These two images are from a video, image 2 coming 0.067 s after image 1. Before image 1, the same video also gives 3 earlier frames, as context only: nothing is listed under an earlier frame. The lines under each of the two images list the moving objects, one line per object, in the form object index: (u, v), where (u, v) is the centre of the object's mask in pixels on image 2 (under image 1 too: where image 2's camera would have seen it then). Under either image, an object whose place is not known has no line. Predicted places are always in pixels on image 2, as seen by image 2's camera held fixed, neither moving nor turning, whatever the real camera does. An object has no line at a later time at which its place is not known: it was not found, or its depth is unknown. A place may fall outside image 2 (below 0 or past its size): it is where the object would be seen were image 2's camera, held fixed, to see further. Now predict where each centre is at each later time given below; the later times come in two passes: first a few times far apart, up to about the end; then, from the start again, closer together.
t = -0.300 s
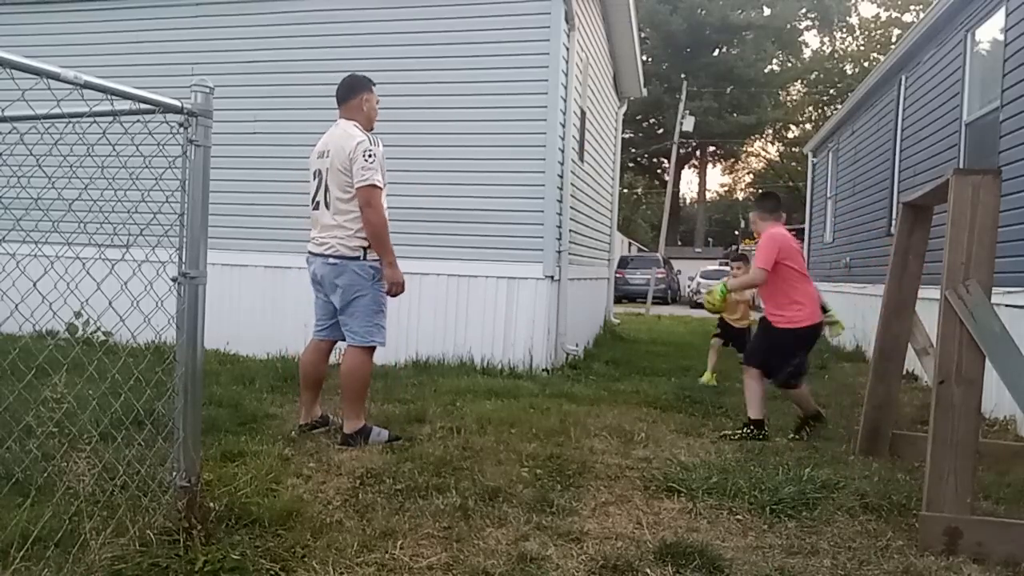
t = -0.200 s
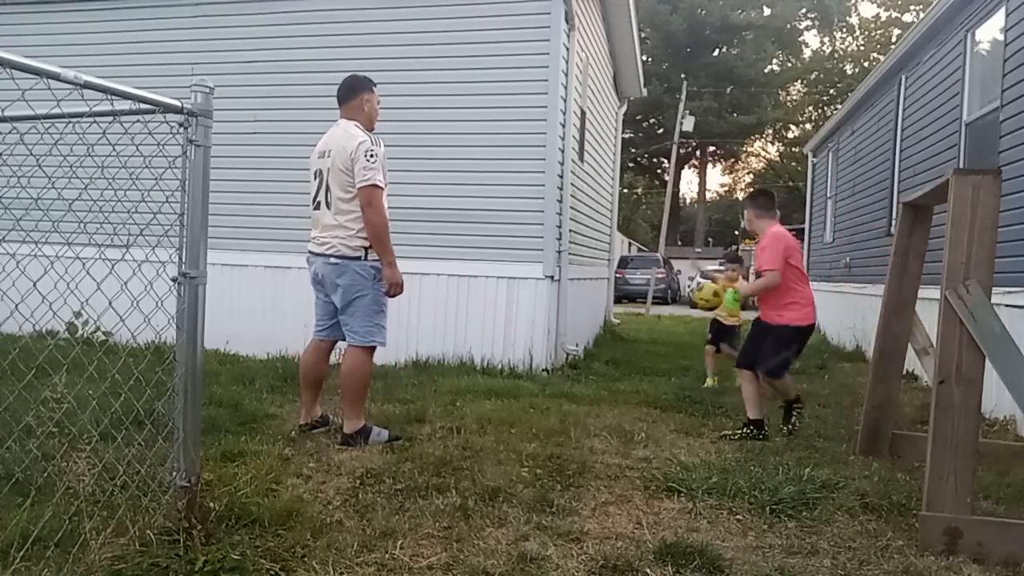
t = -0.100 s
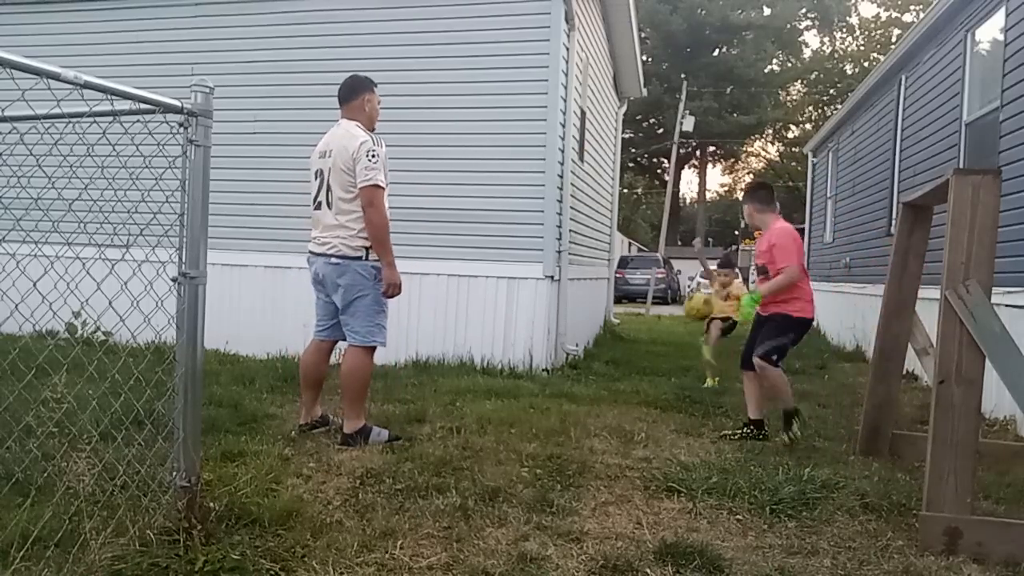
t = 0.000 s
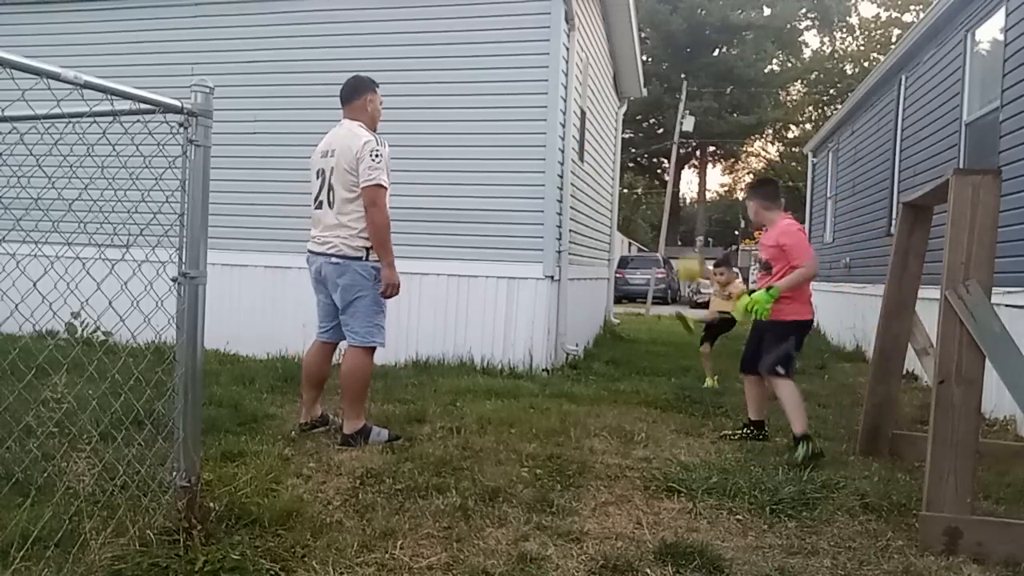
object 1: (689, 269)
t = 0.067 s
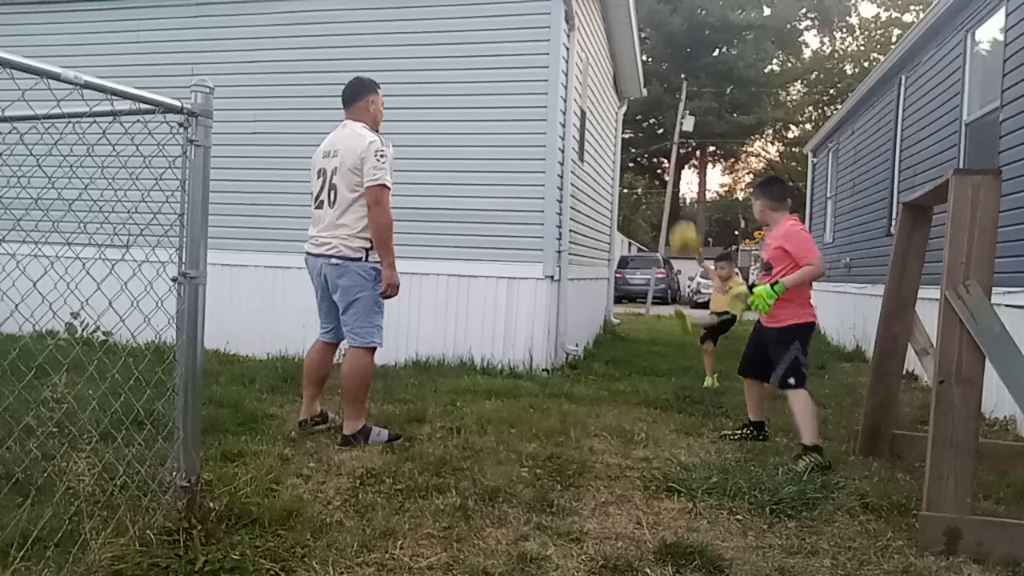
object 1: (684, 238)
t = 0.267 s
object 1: (666, 174)
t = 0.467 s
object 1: (648, 163)
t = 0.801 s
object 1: (609, 262)
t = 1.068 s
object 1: (585, 345)
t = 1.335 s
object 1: (580, 290)
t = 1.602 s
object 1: (573, 322)
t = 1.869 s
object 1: (566, 358)
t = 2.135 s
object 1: (569, 367)
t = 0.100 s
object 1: (681, 223)
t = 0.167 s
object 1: (676, 201)
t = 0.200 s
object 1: (672, 191)
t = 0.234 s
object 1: (669, 181)
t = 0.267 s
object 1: (666, 174)
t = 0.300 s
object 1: (664, 169)
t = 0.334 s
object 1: (660, 165)
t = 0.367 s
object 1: (657, 163)
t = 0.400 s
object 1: (654, 162)
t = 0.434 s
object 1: (651, 162)
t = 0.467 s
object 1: (648, 163)
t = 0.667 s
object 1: (627, 204)
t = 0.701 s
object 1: (623, 215)
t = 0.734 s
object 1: (619, 228)
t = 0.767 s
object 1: (615, 243)
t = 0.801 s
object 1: (609, 262)
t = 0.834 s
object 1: (604, 280)
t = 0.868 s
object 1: (601, 298)
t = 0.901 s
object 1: (597, 319)
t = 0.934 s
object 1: (593, 341)
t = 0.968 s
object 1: (588, 362)
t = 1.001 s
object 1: (585, 370)
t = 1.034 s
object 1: (584, 359)
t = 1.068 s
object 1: (585, 345)
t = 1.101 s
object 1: (583, 333)
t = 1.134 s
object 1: (583, 323)
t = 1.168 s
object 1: (583, 314)
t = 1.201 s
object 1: (583, 307)
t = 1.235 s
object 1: (582, 301)
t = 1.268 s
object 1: (581, 295)
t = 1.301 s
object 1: (581, 292)
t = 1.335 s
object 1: (580, 290)
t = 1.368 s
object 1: (579, 289)
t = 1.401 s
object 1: (579, 290)
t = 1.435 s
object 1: (578, 291)
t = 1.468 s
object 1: (577, 295)
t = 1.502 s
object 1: (576, 300)
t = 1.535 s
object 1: (575, 306)
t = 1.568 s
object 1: (574, 313)
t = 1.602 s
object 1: (573, 322)
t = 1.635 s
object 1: (571, 332)
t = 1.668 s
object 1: (569, 344)
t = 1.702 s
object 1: (569, 355)
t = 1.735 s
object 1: (568, 365)
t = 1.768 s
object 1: (566, 364)
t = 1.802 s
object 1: (564, 359)
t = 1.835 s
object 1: (565, 358)
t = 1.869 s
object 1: (566, 358)
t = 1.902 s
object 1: (567, 358)
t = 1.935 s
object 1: (569, 359)
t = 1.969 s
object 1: (569, 363)
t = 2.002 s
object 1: (570, 367)
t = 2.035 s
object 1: (570, 368)
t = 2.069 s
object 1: (570, 367)
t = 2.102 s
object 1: (569, 367)
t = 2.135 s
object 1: (569, 367)
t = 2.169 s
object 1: (568, 368)
